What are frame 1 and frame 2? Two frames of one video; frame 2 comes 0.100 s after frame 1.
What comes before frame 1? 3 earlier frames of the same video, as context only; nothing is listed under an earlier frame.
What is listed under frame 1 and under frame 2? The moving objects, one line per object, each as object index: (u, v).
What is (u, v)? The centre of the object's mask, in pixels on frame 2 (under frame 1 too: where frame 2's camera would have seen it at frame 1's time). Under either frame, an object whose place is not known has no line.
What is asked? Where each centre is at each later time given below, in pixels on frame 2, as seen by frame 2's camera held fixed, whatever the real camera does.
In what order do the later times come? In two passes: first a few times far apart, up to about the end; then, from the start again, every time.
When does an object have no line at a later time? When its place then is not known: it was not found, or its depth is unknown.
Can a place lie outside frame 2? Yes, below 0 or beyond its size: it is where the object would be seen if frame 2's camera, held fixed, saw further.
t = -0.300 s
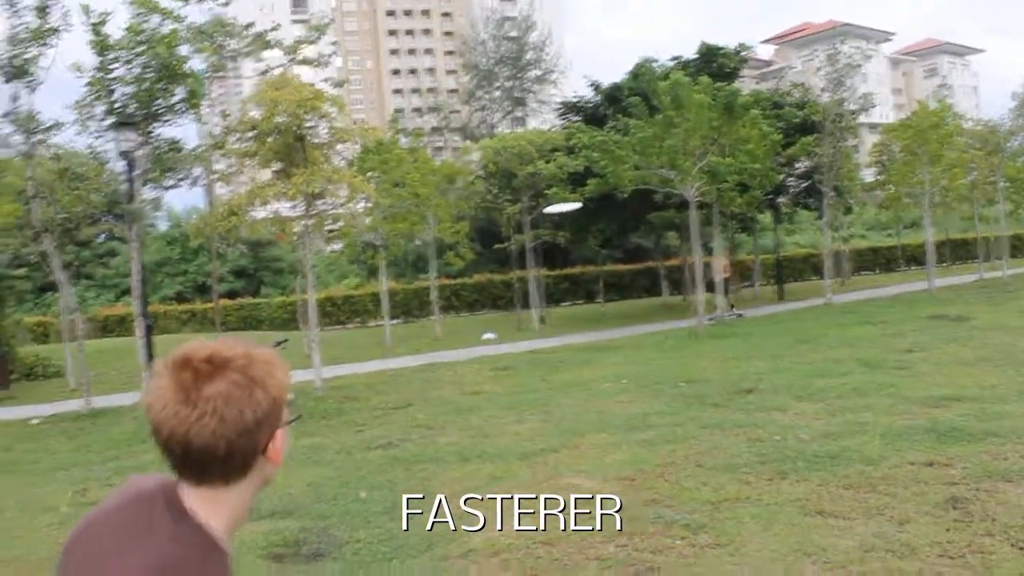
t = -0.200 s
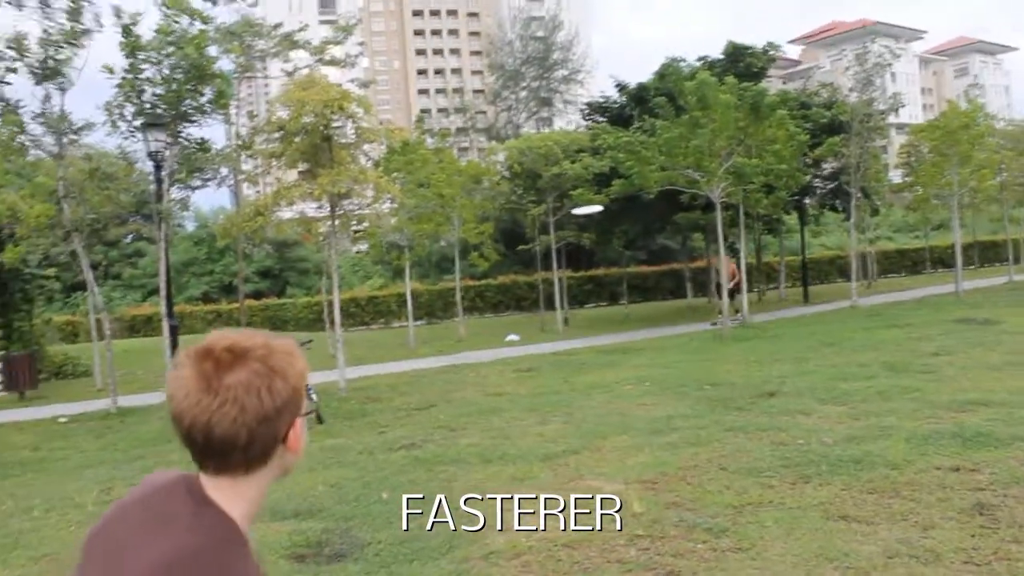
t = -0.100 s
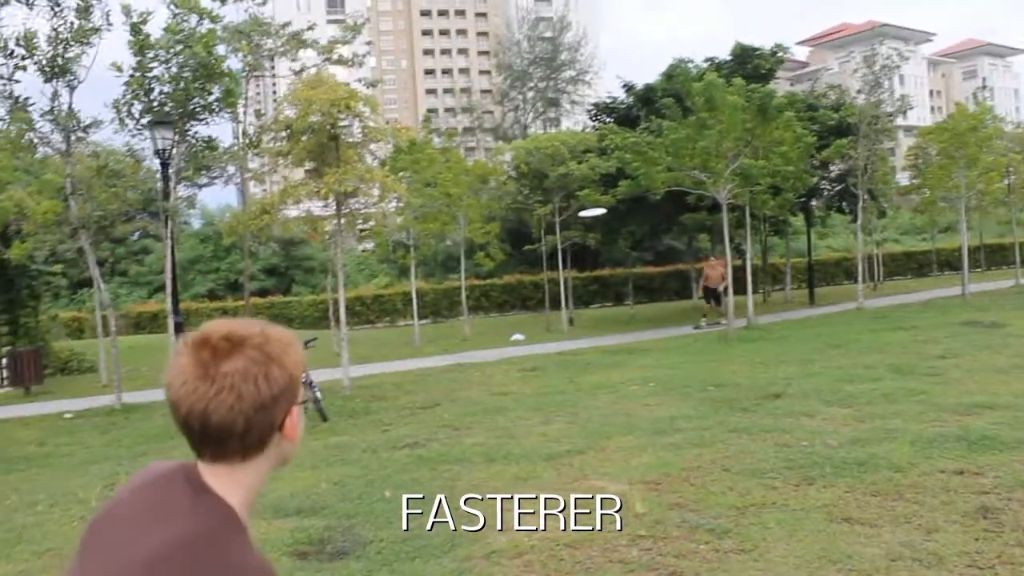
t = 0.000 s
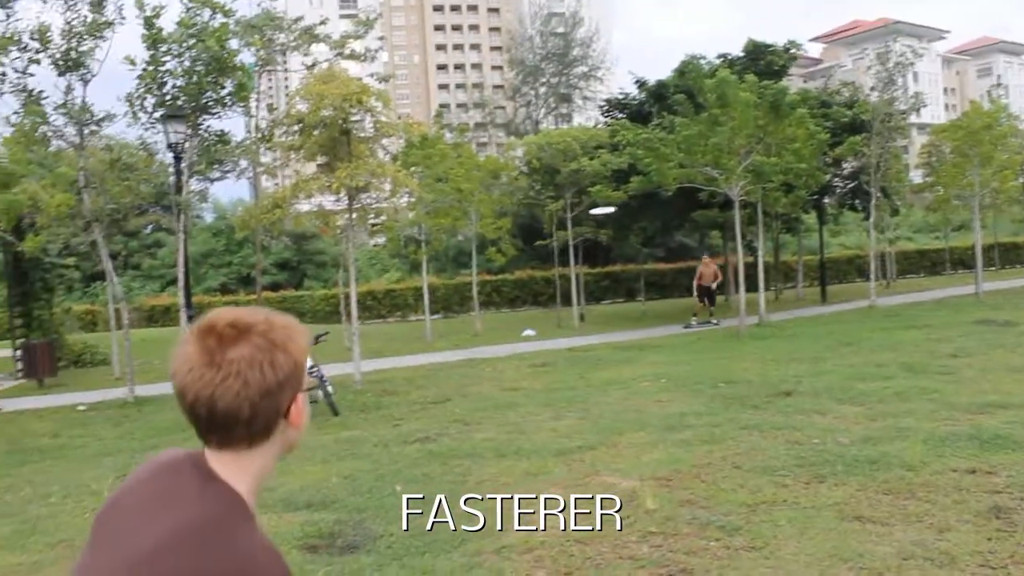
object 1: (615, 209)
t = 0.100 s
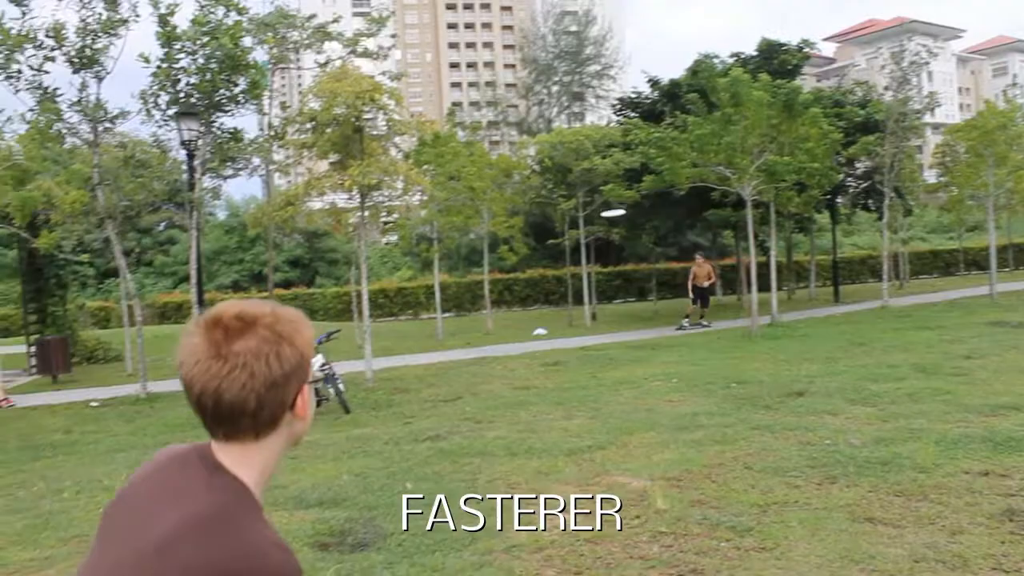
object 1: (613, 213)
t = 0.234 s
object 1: (611, 220)
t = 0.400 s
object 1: (608, 231)
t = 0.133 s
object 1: (612, 214)
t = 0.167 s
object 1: (612, 216)
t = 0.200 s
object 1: (611, 218)
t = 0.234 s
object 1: (611, 220)
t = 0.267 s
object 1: (610, 222)
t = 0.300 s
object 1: (610, 224)
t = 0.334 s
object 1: (609, 227)
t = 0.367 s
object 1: (608, 229)
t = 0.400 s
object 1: (608, 231)
